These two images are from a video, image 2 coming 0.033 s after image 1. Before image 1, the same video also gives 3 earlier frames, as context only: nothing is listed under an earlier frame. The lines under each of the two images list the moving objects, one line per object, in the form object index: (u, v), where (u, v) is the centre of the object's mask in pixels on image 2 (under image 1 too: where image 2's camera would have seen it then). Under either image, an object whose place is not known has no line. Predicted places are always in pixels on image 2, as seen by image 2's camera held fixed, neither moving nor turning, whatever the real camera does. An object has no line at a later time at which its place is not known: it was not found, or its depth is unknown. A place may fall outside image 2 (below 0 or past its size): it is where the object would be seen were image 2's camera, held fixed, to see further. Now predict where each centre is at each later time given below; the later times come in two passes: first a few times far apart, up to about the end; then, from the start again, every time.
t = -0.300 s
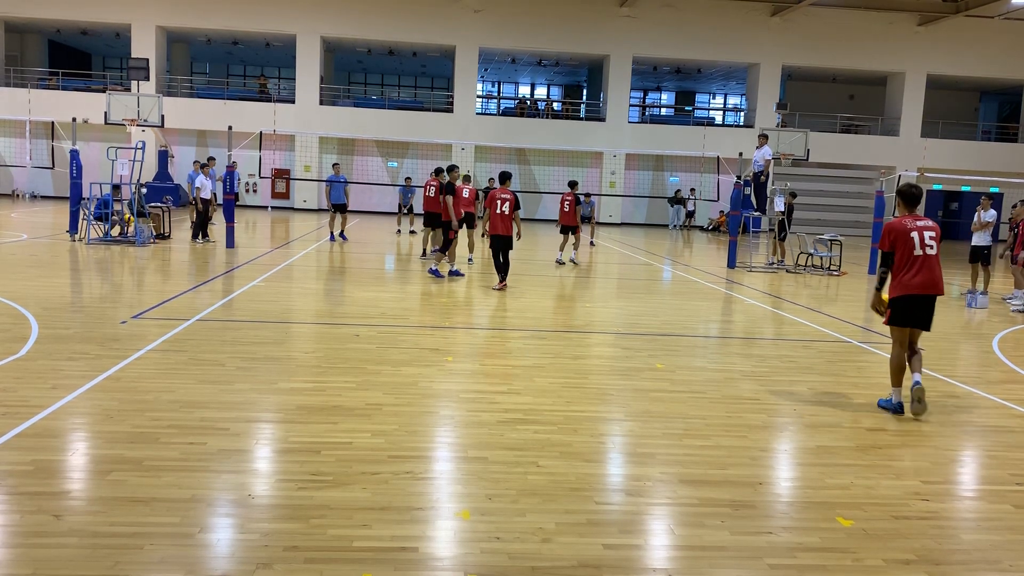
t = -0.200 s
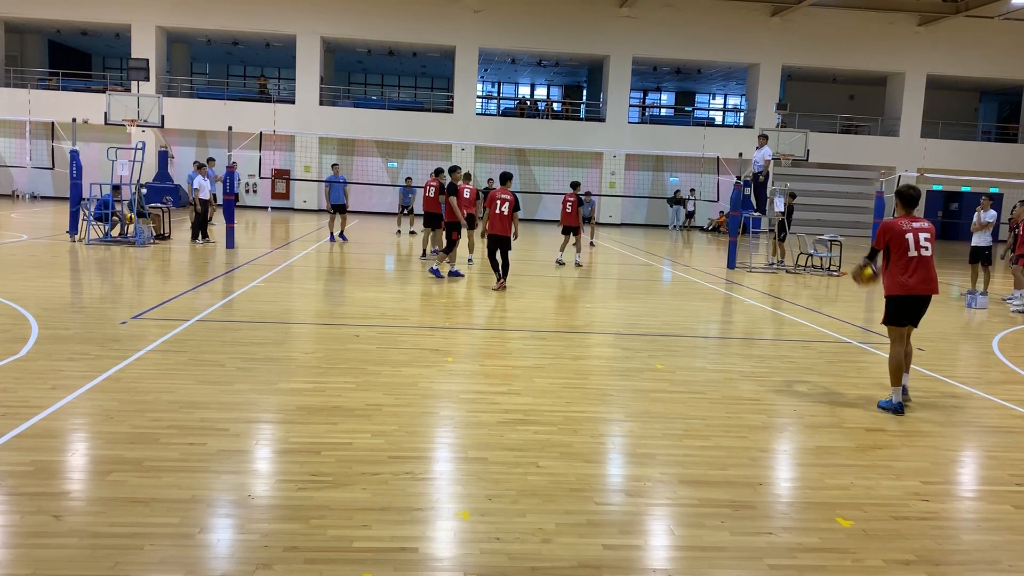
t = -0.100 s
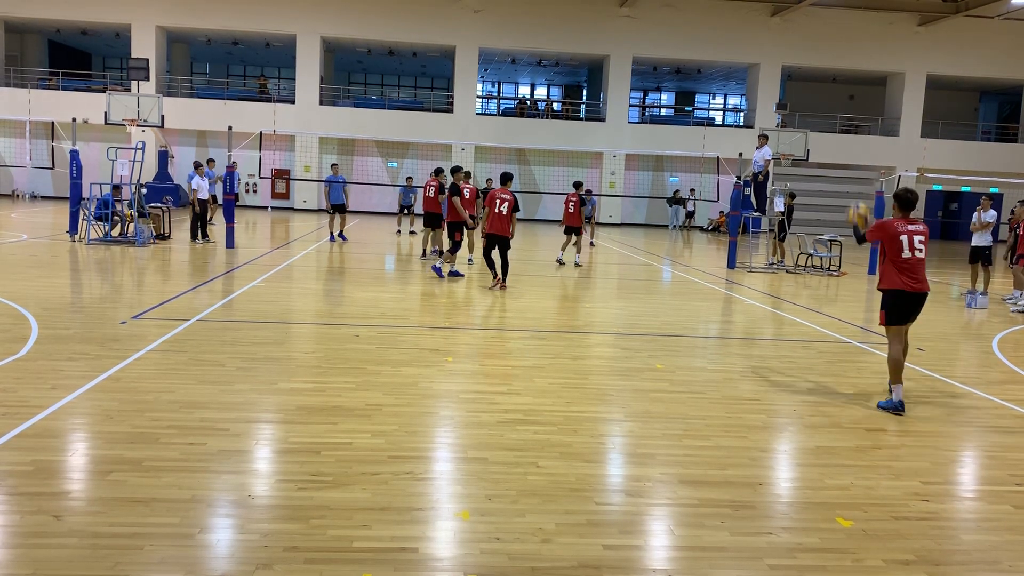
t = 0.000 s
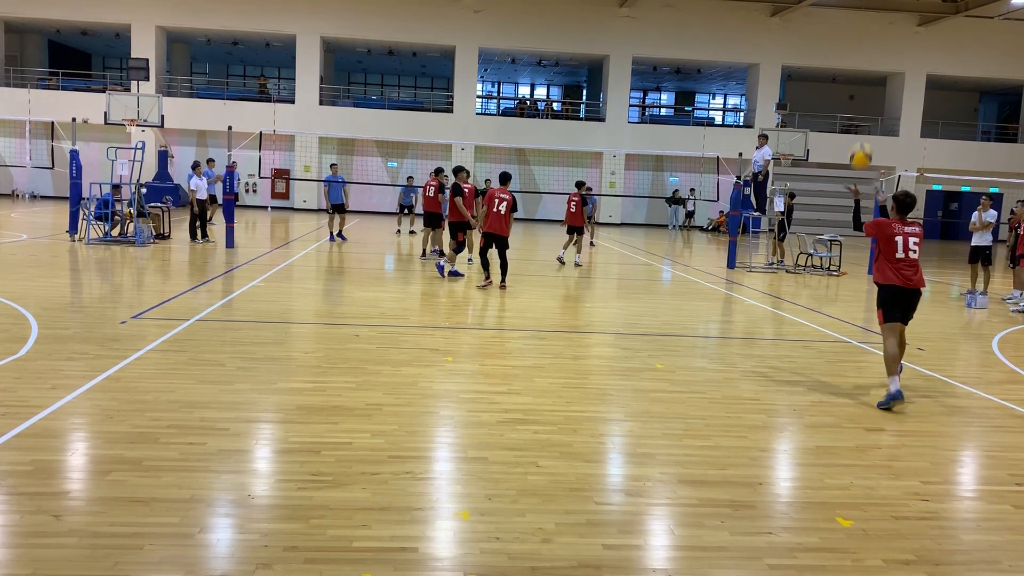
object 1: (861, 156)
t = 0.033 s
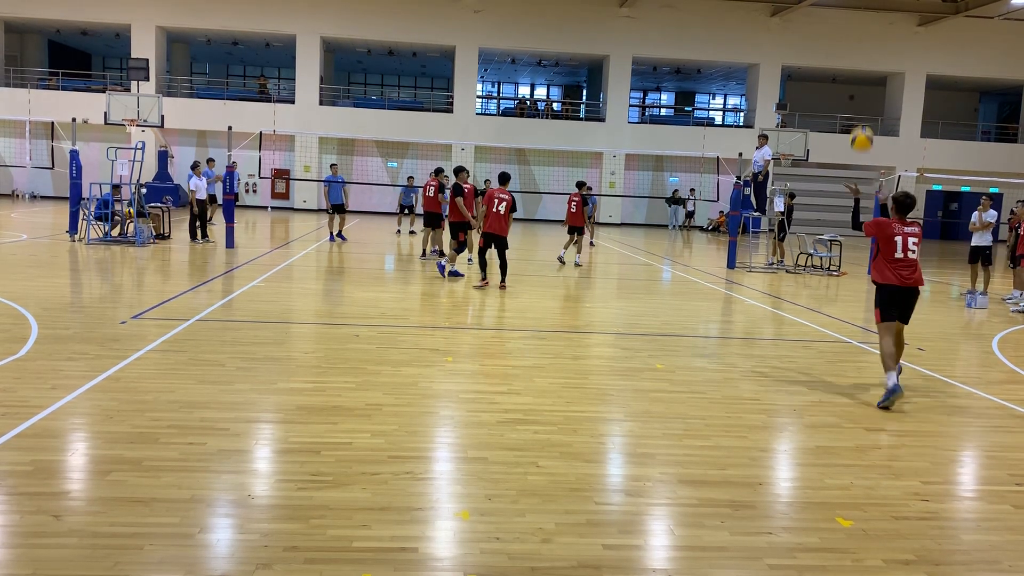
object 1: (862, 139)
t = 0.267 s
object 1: (864, 57)
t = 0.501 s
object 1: (860, 35)
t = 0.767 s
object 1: (851, 73)
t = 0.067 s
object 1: (862, 123)
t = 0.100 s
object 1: (863, 109)
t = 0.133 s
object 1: (863, 96)
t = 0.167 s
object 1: (864, 85)
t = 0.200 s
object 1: (864, 74)
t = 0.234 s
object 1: (864, 65)
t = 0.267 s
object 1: (864, 57)
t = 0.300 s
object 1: (864, 50)
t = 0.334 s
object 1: (864, 44)
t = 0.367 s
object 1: (863, 40)
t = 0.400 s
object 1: (862, 37)
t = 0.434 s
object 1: (862, 35)
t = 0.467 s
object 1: (861, 34)
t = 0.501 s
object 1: (860, 35)
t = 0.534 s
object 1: (860, 36)
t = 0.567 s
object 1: (859, 38)
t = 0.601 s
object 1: (858, 42)
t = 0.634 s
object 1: (856, 46)
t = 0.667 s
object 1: (855, 51)
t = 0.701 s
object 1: (854, 57)
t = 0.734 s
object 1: (852, 65)
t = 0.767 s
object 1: (851, 73)
